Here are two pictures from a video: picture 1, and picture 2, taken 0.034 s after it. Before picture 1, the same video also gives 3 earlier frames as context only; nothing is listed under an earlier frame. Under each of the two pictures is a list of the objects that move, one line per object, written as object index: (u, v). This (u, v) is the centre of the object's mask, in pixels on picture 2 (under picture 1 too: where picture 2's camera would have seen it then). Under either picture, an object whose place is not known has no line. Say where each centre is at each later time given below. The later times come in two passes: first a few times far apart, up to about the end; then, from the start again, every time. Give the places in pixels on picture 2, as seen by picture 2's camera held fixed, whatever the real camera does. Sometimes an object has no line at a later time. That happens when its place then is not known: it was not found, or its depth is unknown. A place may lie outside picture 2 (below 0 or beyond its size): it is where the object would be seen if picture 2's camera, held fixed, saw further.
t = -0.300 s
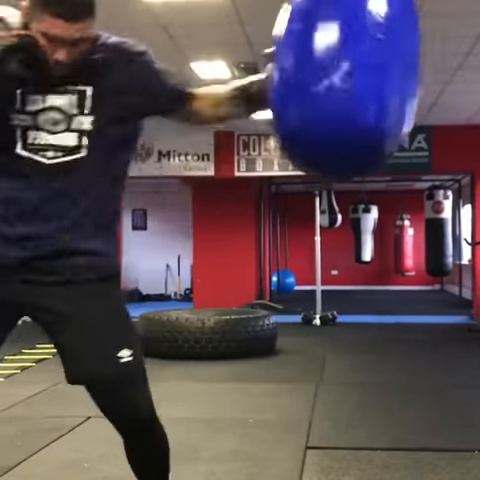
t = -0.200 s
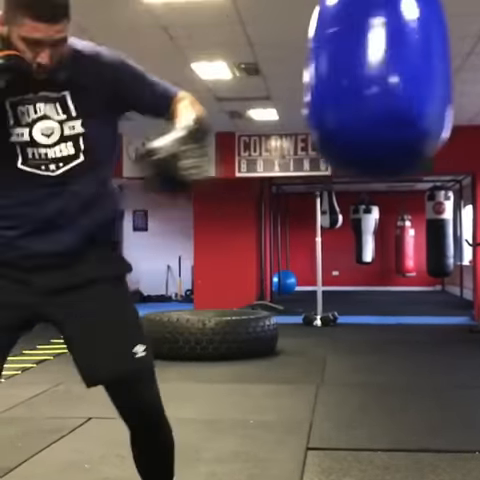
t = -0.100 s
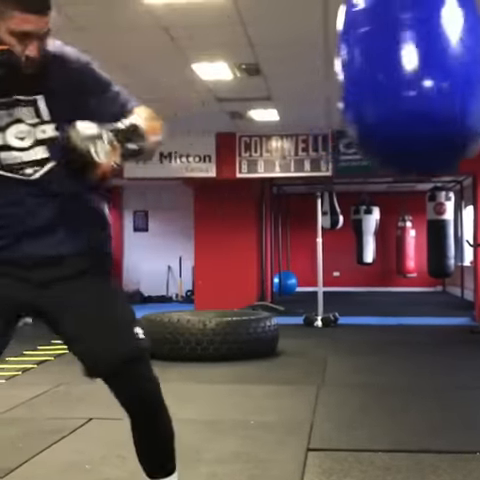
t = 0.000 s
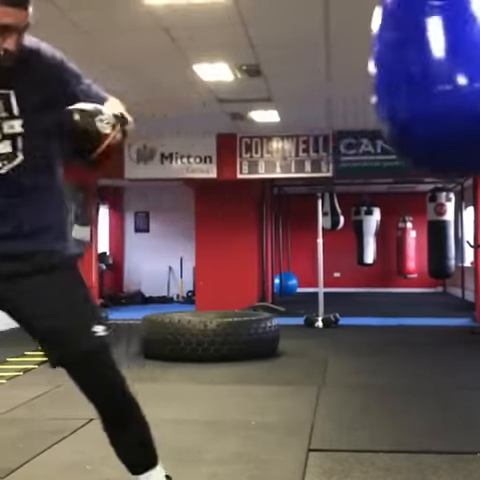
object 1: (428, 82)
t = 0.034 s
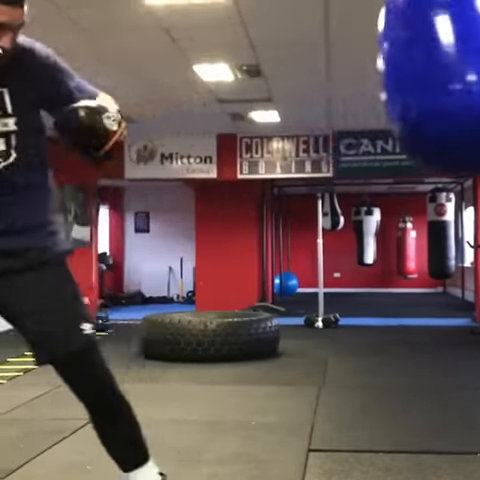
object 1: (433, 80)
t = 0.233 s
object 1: (450, 65)
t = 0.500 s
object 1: (446, 77)
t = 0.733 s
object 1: (420, 87)
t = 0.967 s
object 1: (358, 91)
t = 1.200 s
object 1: (305, 89)
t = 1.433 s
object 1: (288, 86)
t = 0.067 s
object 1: (438, 78)
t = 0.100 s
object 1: (442, 70)
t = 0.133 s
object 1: (445, 68)
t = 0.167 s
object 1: (447, 64)
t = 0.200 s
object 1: (447, 66)
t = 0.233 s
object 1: (450, 65)
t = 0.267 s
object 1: (453, 65)
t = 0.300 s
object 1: (453, 67)
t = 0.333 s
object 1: (452, 66)
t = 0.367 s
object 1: (452, 68)
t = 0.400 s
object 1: (451, 70)
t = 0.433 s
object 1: (451, 71)
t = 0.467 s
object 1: (449, 73)
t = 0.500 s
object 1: (446, 77)
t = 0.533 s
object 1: (444, 79)
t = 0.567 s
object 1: (440, 81)
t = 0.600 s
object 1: (437, 83)
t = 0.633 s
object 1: (433, 83)
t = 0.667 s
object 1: (430, 85)
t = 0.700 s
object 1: (425, 86)
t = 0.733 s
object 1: (420, 87)
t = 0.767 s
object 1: (413, 90)
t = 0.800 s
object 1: (406, 91)
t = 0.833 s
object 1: (397, 91)
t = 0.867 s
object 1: (386, 92)
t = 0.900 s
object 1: (377, 91)
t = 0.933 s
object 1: (368, 91)
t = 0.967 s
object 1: (358, 91)
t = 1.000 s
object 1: (348, 91)
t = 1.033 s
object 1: (341, 90)
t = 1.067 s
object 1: (333, 90)
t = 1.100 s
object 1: (326, 90)
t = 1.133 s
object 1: (317, 90)
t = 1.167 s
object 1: (312, 90)
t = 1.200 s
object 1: (305, 89)
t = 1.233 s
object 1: (301, 89)
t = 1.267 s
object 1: (295, 89)
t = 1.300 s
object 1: (292, 87)
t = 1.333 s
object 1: (290, 87)
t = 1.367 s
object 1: (288, 86)
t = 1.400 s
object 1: (287, 88)
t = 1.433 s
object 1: (288, 86)
